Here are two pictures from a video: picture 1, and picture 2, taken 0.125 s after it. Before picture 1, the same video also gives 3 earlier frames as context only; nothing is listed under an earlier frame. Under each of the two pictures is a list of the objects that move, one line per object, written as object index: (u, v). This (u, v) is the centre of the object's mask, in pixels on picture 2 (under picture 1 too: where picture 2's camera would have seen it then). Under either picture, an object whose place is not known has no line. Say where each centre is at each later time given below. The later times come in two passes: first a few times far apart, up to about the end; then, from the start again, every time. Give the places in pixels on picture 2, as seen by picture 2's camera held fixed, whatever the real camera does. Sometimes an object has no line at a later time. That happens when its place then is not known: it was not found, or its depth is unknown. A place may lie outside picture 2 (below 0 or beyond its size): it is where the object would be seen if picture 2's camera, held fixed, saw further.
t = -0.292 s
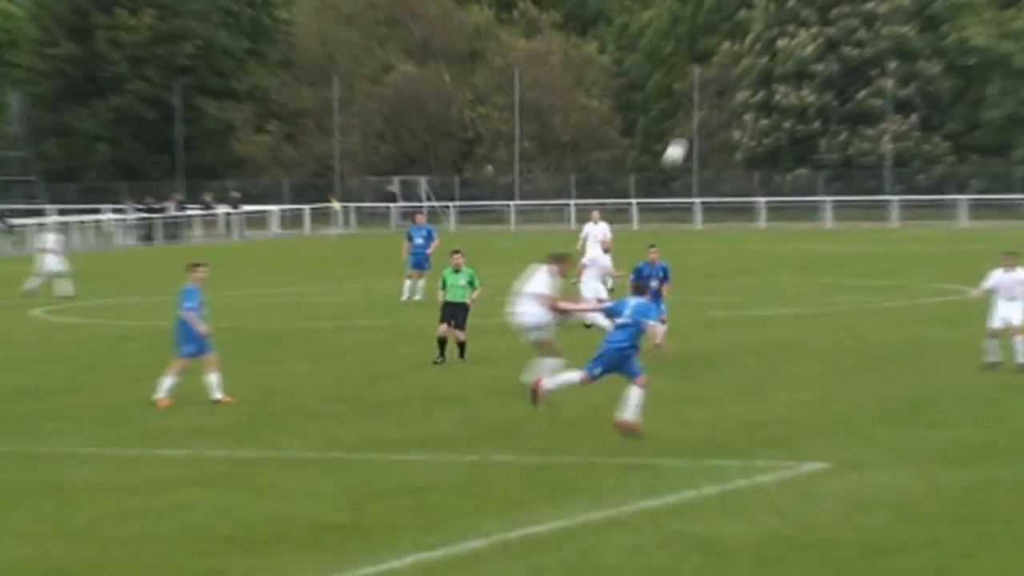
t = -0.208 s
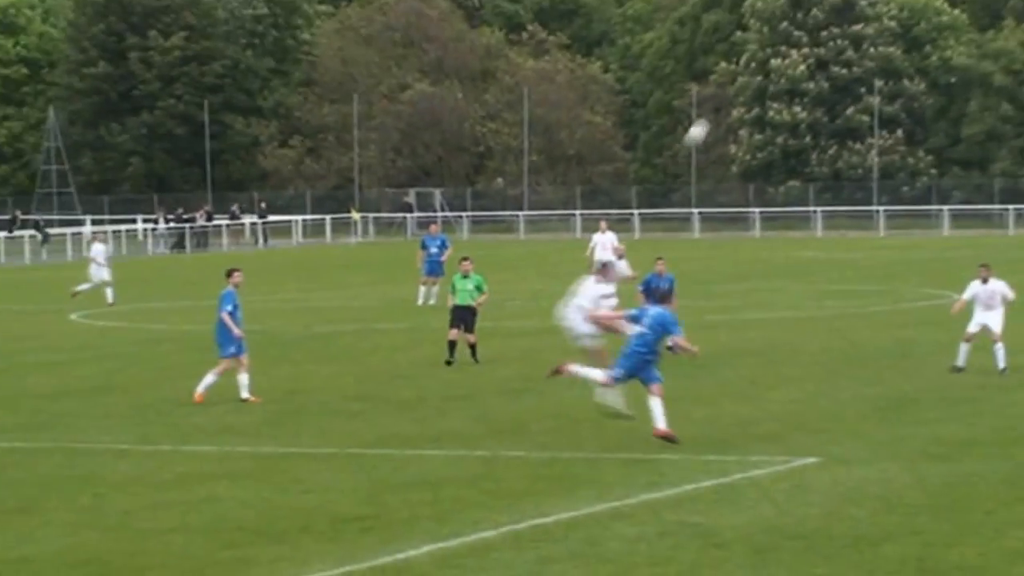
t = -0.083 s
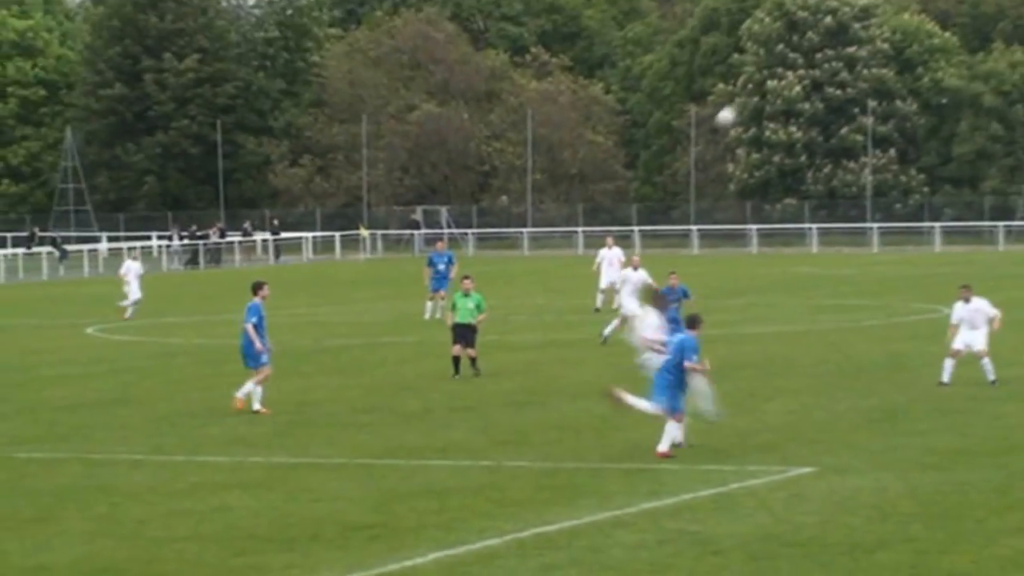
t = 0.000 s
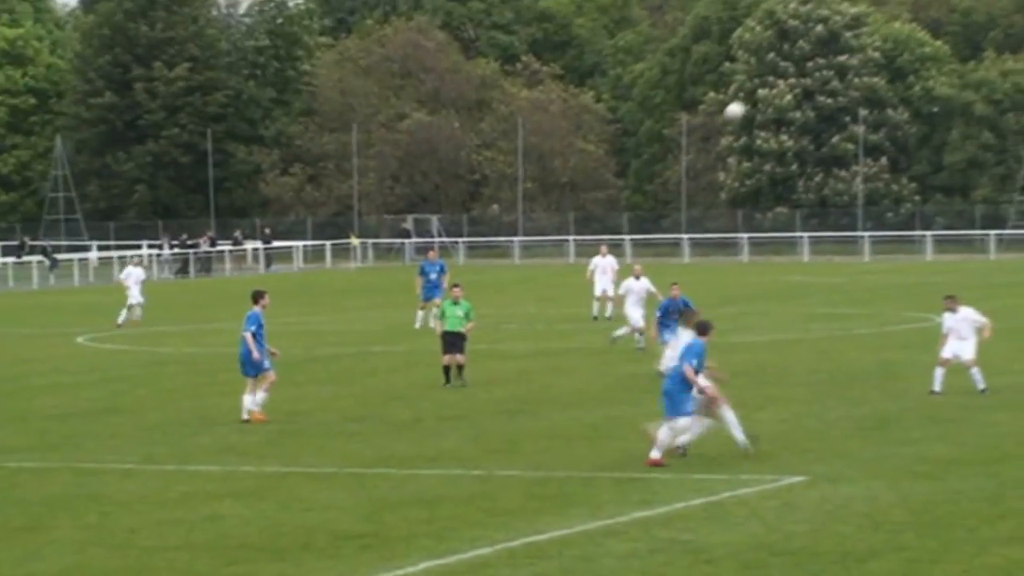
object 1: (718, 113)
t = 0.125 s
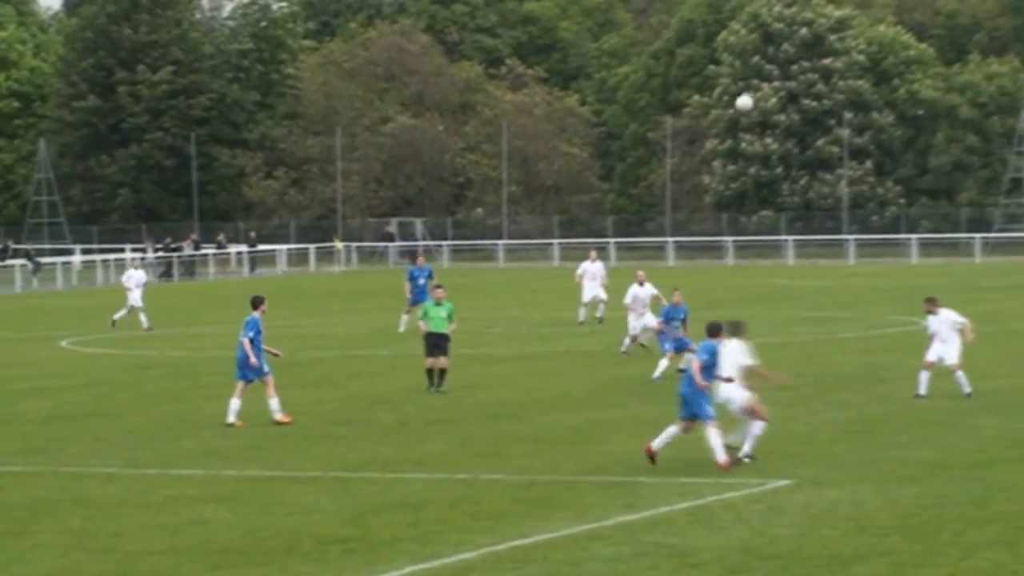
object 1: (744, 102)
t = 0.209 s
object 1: (759, 103)
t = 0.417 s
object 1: (792, 124)
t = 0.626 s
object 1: (821, 177)
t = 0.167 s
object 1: (751, 102)
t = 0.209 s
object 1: (759, 103)
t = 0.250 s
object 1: (767, 105)
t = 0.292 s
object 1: (773, 108)
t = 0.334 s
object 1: (780, 113)
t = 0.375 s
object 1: (786, 118)
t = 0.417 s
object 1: (792, 124)
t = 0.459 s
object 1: (798, 133)
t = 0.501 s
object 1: (804, 142)
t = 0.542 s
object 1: (810, 154)
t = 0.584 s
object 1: (815, 164)
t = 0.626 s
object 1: (821, 177)
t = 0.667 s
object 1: (825, 190)
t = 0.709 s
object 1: (829, 204)
